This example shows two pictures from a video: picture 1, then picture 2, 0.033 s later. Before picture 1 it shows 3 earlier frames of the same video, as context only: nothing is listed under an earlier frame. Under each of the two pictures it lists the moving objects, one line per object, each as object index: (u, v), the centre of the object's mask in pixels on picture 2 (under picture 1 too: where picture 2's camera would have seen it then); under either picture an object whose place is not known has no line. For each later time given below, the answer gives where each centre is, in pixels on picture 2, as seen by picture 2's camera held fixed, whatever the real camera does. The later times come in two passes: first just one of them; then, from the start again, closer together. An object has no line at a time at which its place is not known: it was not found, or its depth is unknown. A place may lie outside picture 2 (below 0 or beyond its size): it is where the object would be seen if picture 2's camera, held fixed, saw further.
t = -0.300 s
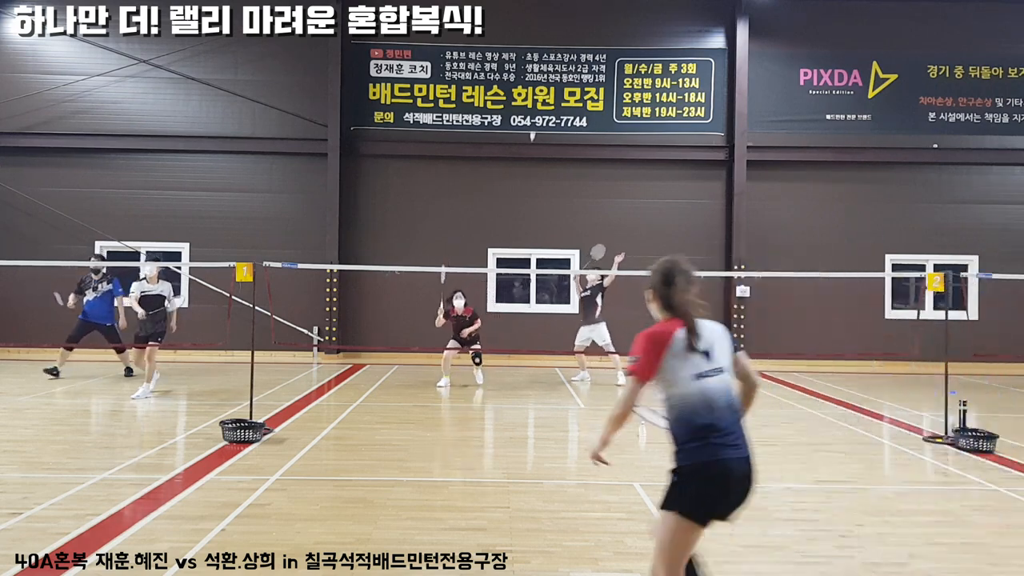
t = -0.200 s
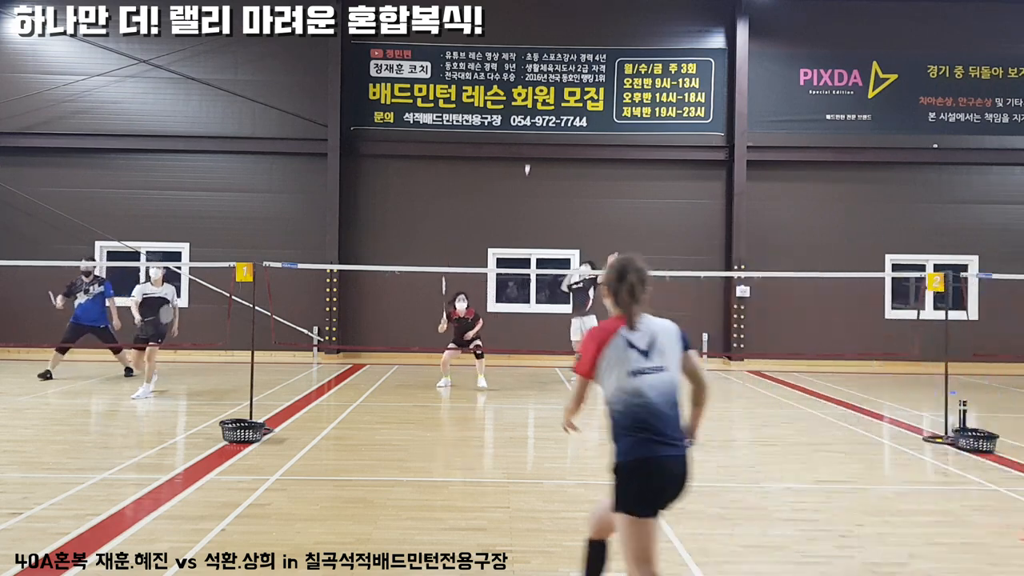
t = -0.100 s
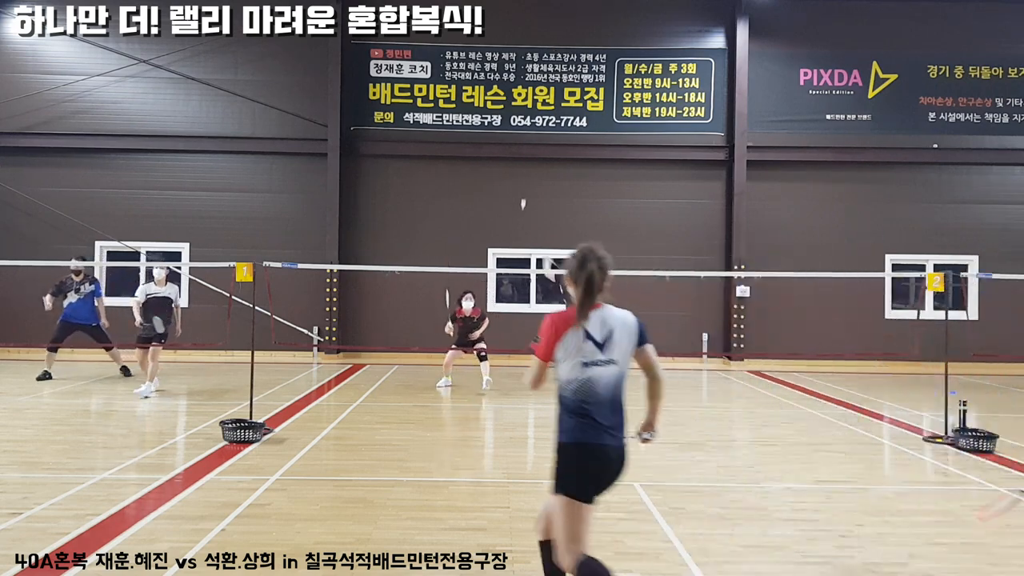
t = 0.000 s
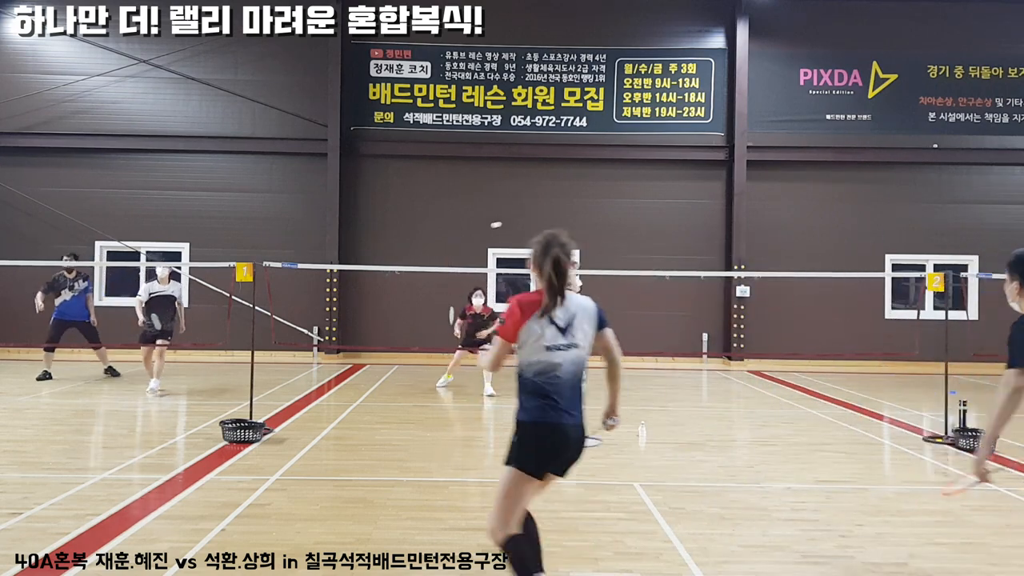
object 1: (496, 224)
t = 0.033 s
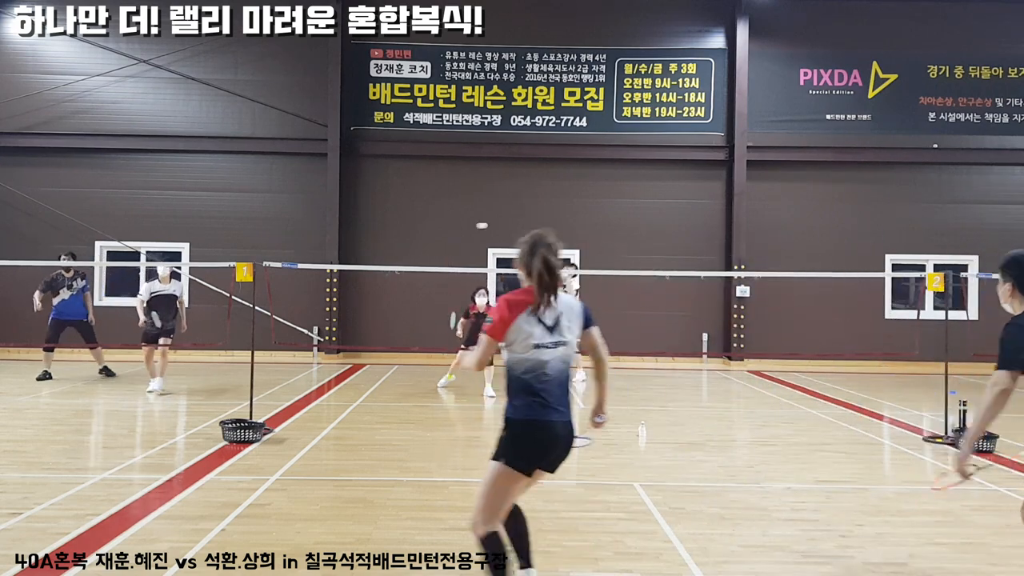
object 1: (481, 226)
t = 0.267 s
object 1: (390, 262)
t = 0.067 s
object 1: (468, 228)
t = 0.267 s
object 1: (390, 262)
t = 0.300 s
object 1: (375, 274)
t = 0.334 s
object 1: (363, 285)
